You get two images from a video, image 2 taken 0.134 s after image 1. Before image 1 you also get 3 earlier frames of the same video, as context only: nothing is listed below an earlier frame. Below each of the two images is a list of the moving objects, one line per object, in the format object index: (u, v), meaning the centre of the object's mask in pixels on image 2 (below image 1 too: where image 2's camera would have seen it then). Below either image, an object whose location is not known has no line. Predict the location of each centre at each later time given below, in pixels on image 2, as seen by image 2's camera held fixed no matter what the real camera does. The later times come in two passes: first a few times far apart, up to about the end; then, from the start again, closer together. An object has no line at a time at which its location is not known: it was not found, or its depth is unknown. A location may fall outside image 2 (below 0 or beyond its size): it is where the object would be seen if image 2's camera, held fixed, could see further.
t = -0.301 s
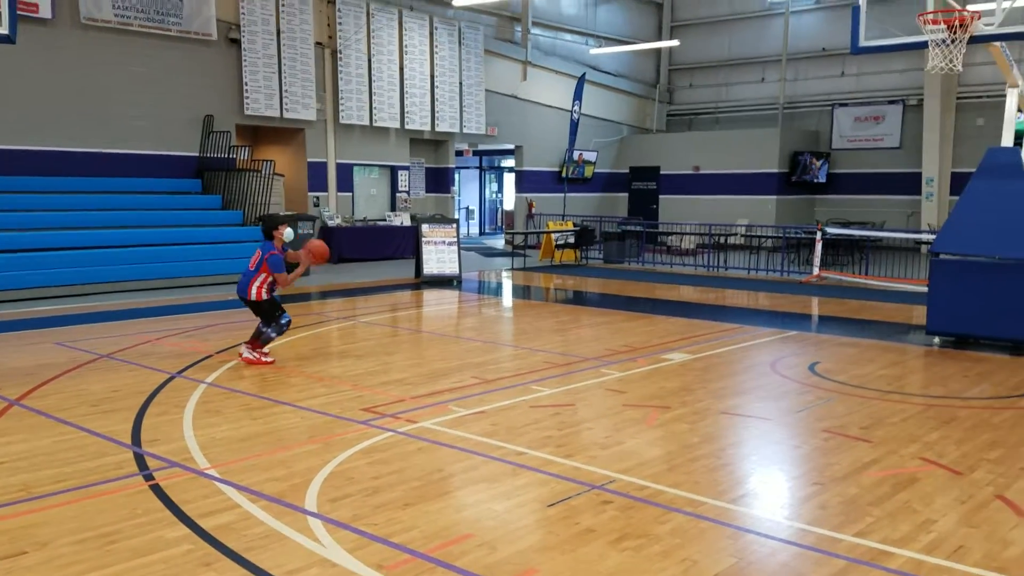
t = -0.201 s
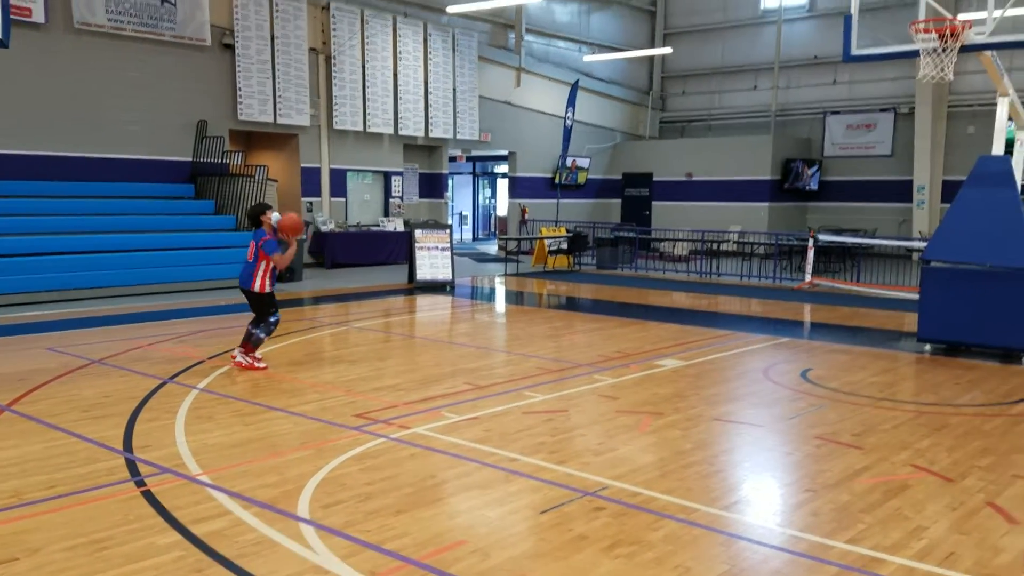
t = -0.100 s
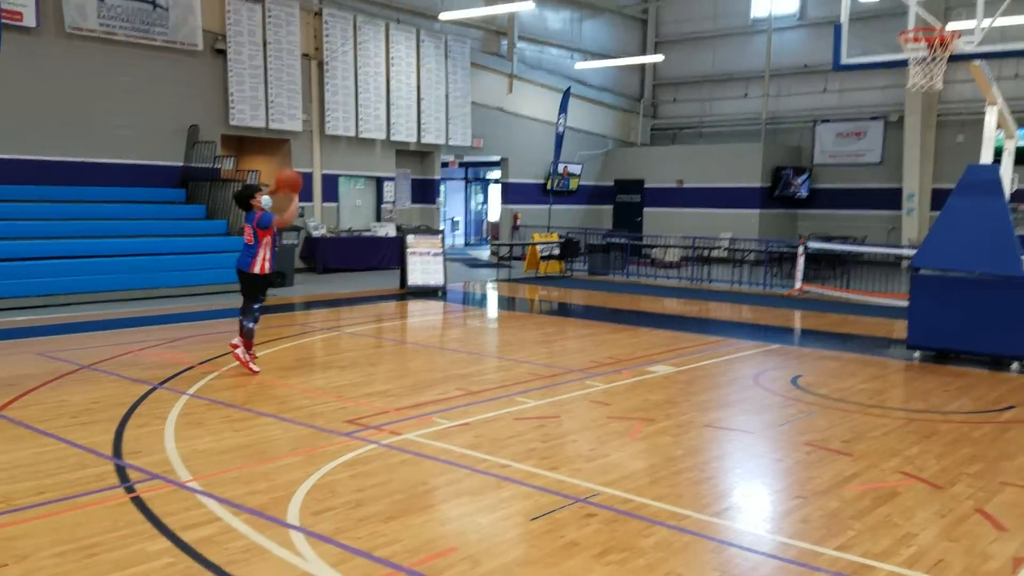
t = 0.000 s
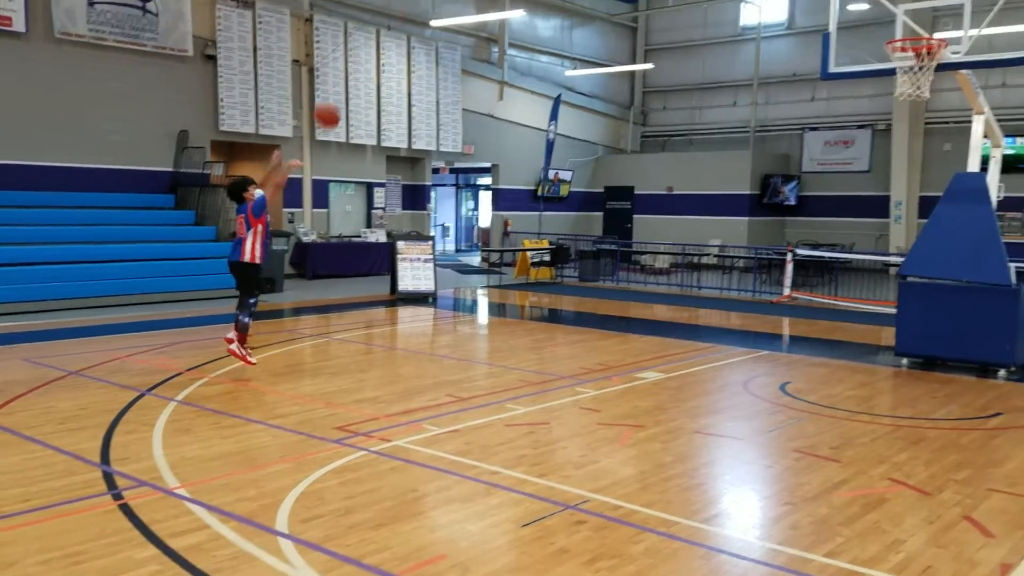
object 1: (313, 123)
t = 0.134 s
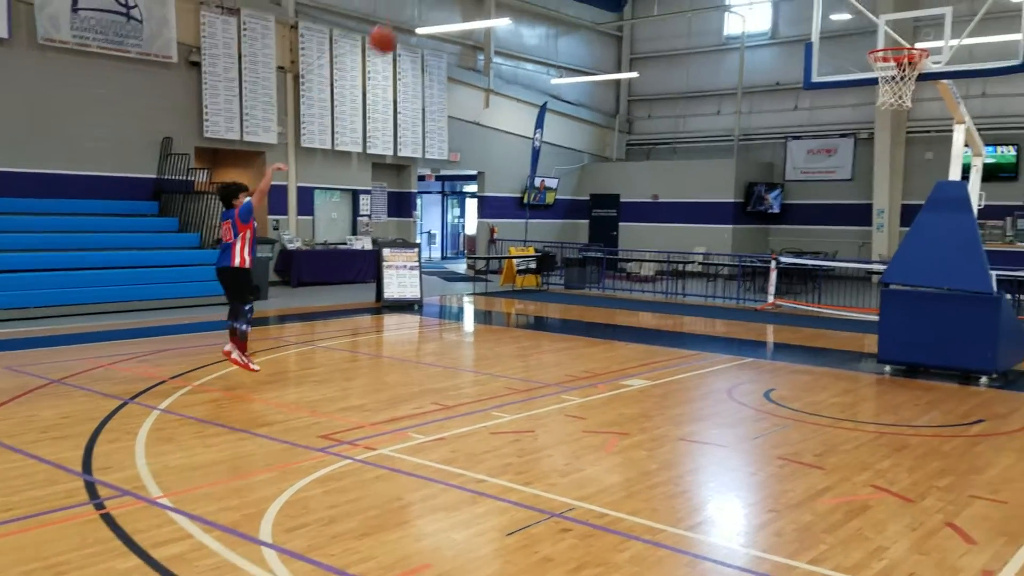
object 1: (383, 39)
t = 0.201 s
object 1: (418, 7)
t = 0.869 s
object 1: (769, -38)
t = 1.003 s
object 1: (839, 1)
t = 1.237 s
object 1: (897, 0)
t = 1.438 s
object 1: (925, -8)
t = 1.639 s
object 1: (948, 34)
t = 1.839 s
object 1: (967, 128)
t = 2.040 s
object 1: (980, 273)
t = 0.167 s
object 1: (400, 22)
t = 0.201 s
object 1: (418, 7)
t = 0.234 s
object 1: (435, -2)
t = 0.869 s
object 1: (769, -38)
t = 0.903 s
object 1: (788, -34)
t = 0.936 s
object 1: (804, -28)
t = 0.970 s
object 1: (821, -14)
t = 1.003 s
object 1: (839, 1)
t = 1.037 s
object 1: (855, 19)
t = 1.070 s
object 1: (871, 35)
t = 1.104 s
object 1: (879, 31)
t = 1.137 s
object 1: (883, 21)
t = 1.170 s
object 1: (889, 13)
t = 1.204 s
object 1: (893, 6)
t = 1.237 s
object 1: (897, 0)
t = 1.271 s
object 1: (902, -4)
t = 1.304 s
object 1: (906, -7)
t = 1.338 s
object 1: (911, -10)
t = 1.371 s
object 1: (916, -11)
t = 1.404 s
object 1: (921, -11)
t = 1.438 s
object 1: (925, -8)
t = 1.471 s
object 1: (929, -5)
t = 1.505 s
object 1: (933, -1)
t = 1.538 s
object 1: (937, 7)
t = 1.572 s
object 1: (941, 14)
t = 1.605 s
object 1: (944, 24)
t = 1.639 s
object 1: (948, 34)
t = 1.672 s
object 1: (952, 47)
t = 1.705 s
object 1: (955, 61)
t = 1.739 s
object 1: (959, 75)
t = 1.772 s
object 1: (961, 91)
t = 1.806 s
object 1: (964, 110)
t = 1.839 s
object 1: (967, 128)
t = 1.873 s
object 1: (970, 149)
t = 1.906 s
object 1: (972, 173)
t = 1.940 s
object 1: (973, 196)
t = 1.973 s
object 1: (976, 221)
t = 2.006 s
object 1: (979, 246)
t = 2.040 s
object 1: (980, 273)
